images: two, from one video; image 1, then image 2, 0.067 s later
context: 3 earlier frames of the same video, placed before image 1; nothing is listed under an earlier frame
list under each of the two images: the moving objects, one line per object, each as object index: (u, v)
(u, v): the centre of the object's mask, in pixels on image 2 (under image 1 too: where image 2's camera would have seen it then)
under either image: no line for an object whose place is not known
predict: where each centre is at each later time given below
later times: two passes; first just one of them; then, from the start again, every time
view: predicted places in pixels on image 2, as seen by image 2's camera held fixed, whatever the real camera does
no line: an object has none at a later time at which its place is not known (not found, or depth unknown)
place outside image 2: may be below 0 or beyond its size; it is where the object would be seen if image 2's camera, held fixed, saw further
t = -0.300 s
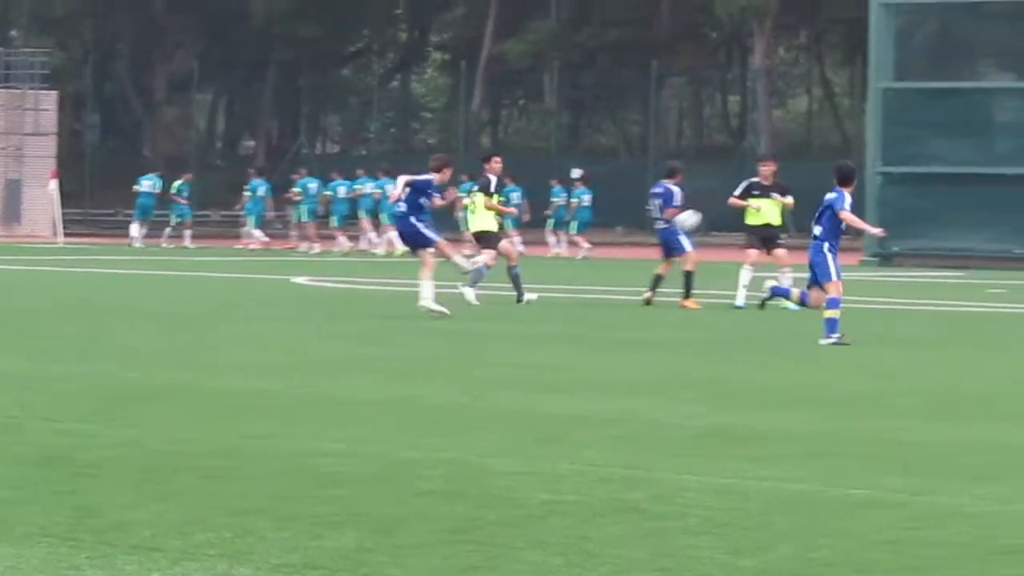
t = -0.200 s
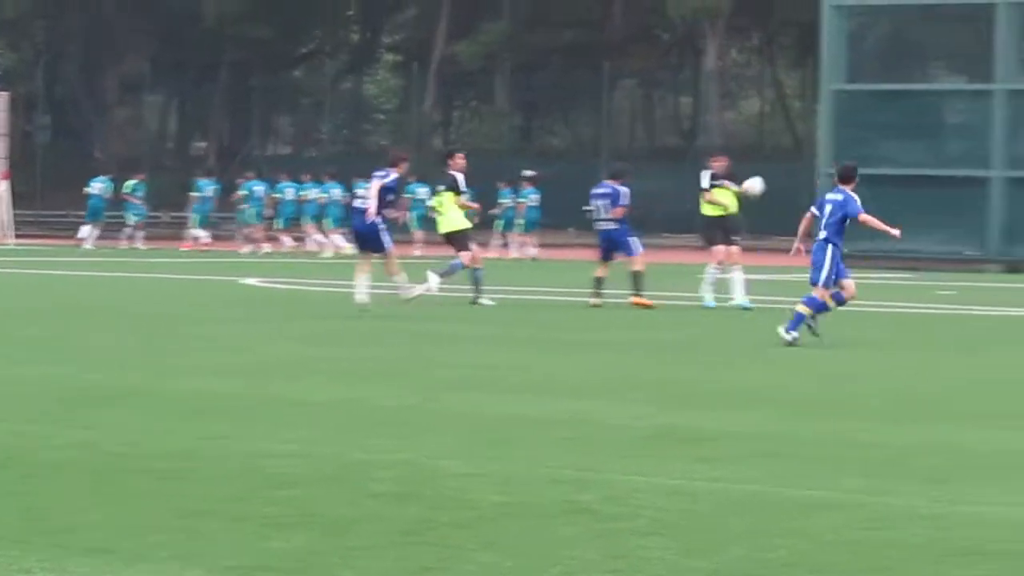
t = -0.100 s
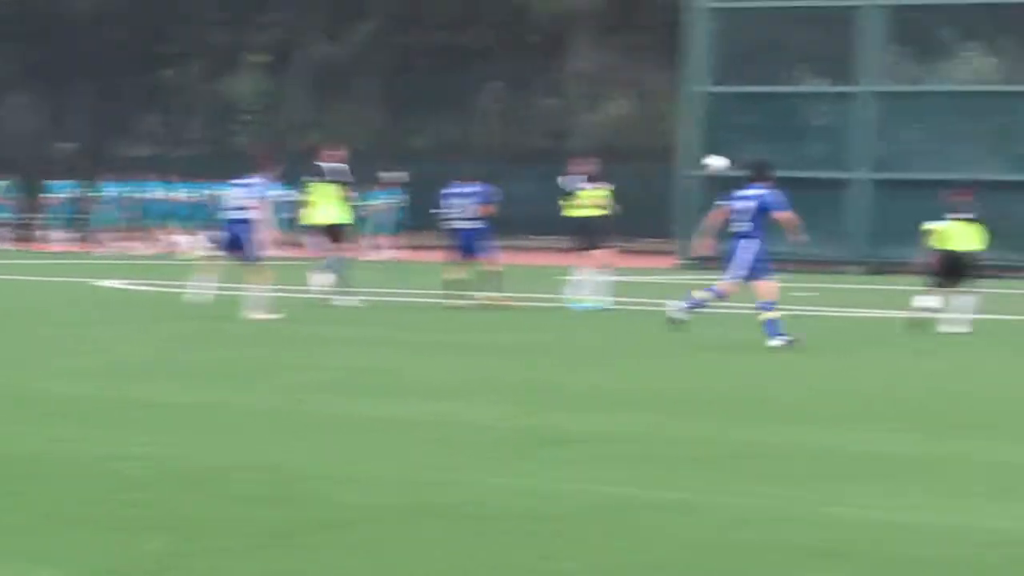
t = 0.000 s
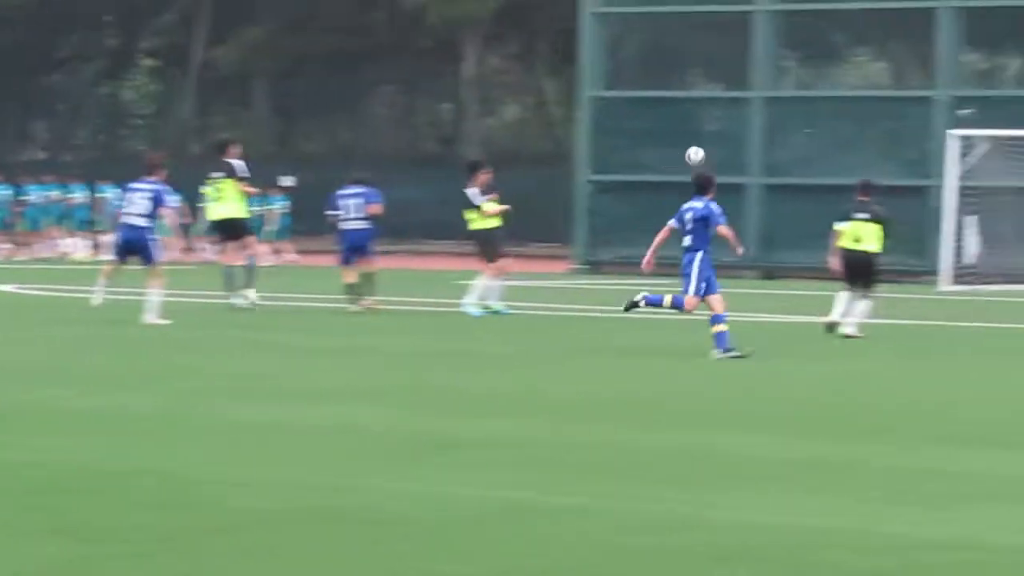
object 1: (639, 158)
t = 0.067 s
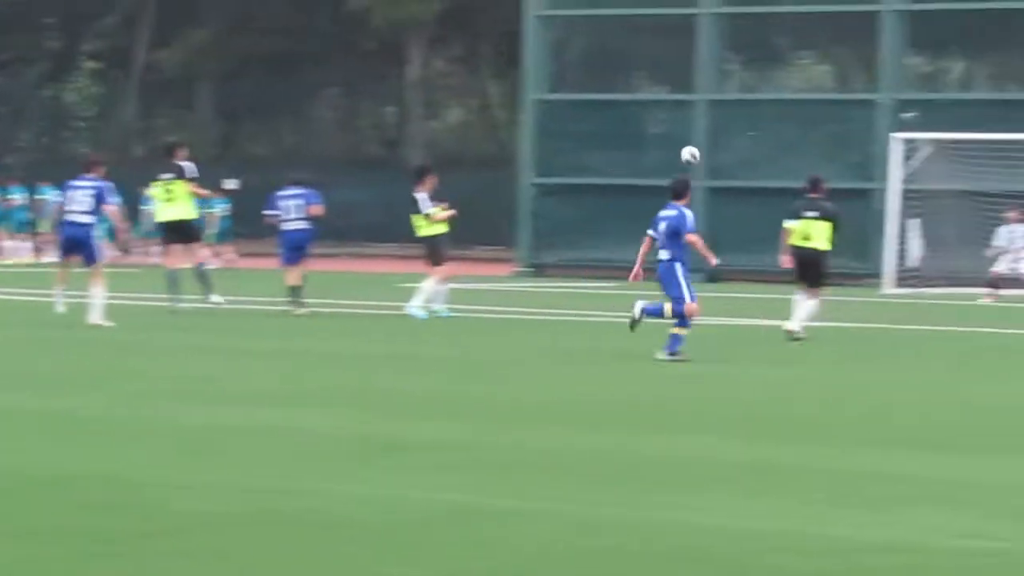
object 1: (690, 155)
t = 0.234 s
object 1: (794, 161)
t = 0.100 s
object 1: (713, 154)
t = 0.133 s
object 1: (735, 155)
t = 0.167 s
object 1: (756, 156)
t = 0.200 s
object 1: (775, 158)
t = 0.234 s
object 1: (794, 161)
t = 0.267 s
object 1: (812, 164)
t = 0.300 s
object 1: (830, 167)
